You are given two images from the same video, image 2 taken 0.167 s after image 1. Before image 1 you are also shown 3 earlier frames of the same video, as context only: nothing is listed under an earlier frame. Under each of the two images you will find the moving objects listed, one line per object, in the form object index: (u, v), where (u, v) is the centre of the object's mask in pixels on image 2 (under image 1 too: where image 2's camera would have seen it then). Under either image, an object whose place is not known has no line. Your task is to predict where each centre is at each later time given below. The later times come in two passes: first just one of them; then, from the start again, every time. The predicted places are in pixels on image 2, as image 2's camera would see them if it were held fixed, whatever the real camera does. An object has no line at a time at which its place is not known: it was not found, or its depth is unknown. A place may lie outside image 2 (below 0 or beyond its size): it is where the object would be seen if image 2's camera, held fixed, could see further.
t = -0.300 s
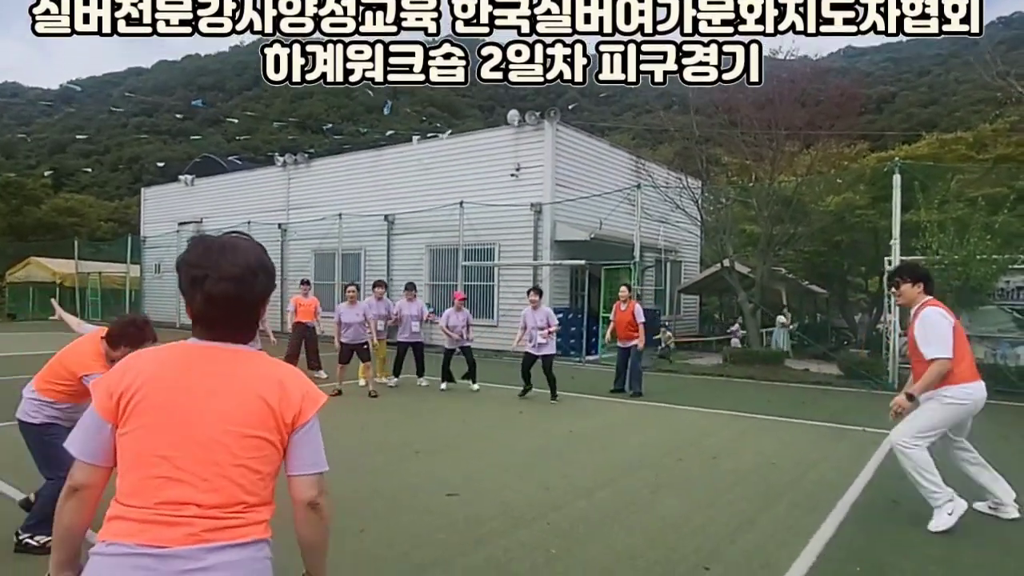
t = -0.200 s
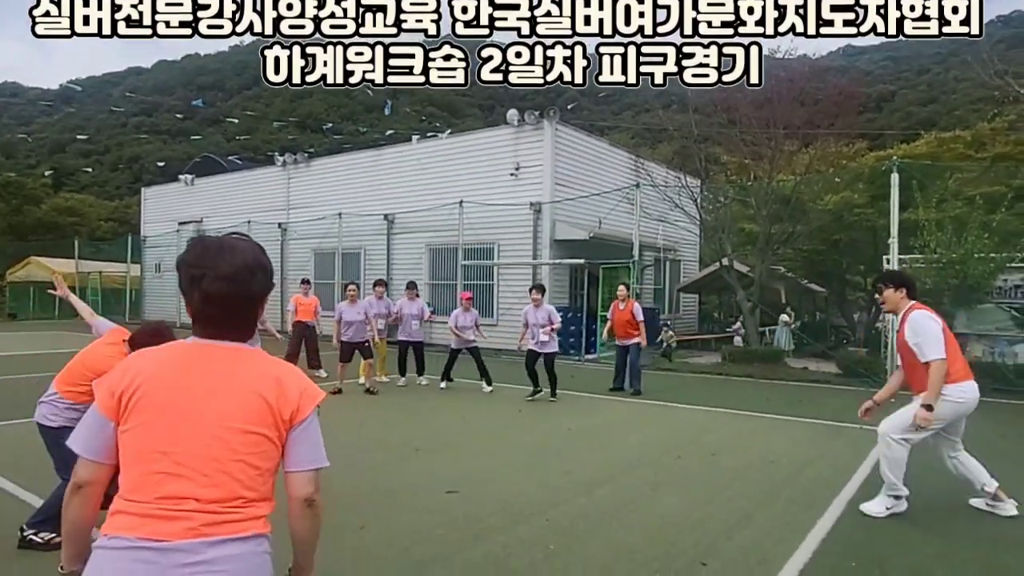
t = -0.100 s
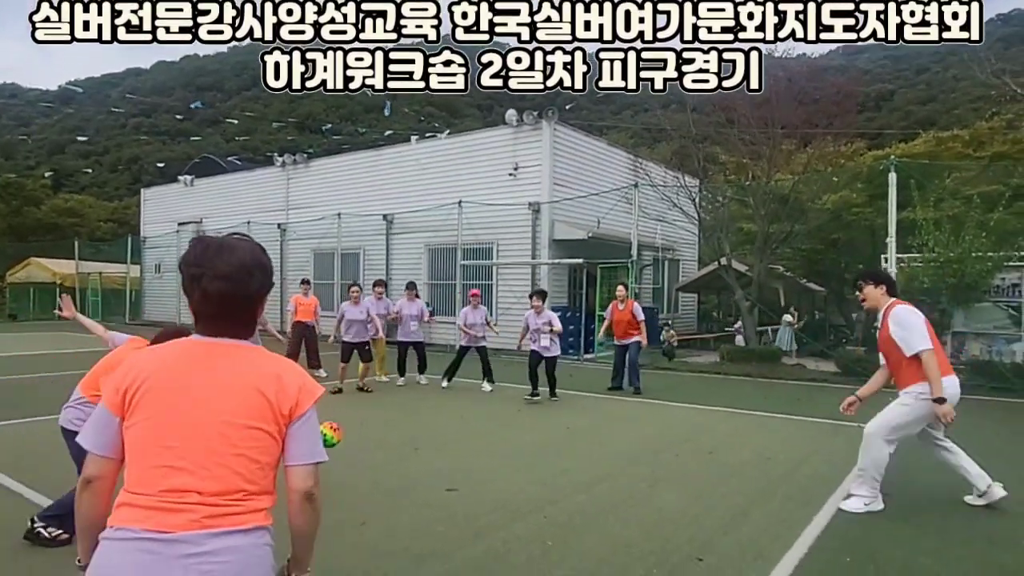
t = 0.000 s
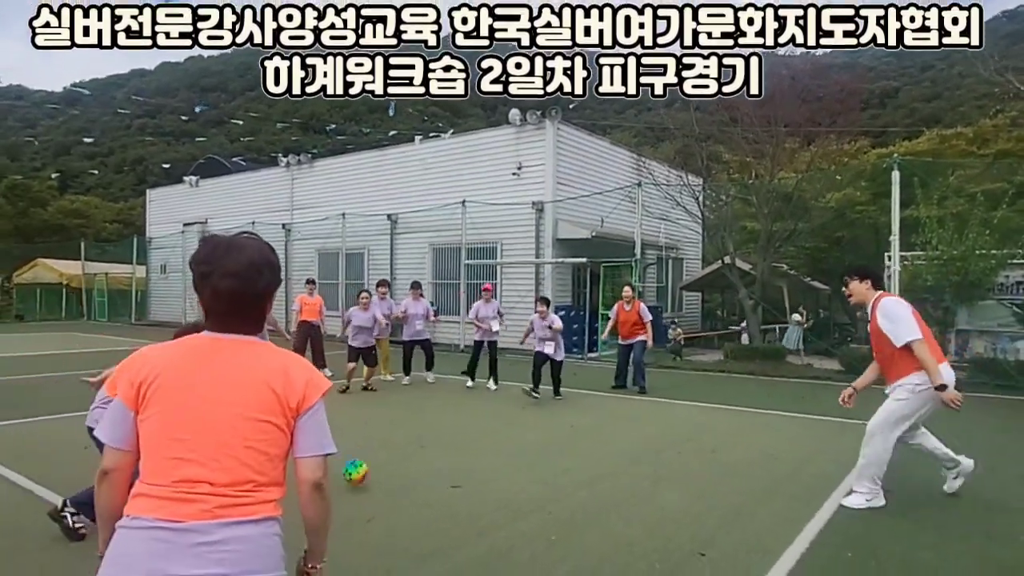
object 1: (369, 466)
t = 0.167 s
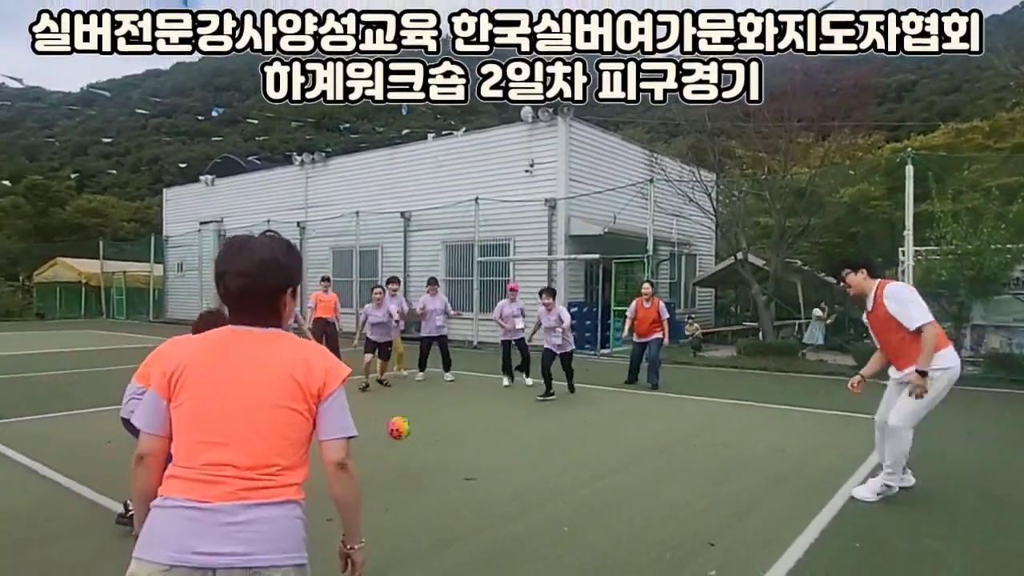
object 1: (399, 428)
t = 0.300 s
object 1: (422, 409)
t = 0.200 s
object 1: (405, 421)
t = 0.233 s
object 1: (411, 415)
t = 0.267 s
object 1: (417, 412)
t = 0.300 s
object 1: (422, 409)
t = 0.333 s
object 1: (427, 408)
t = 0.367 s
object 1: (431, 408)
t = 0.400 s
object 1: (436, 410)
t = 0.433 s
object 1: (441, 413)
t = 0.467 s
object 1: (446, 417)
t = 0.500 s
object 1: (450, 423)
